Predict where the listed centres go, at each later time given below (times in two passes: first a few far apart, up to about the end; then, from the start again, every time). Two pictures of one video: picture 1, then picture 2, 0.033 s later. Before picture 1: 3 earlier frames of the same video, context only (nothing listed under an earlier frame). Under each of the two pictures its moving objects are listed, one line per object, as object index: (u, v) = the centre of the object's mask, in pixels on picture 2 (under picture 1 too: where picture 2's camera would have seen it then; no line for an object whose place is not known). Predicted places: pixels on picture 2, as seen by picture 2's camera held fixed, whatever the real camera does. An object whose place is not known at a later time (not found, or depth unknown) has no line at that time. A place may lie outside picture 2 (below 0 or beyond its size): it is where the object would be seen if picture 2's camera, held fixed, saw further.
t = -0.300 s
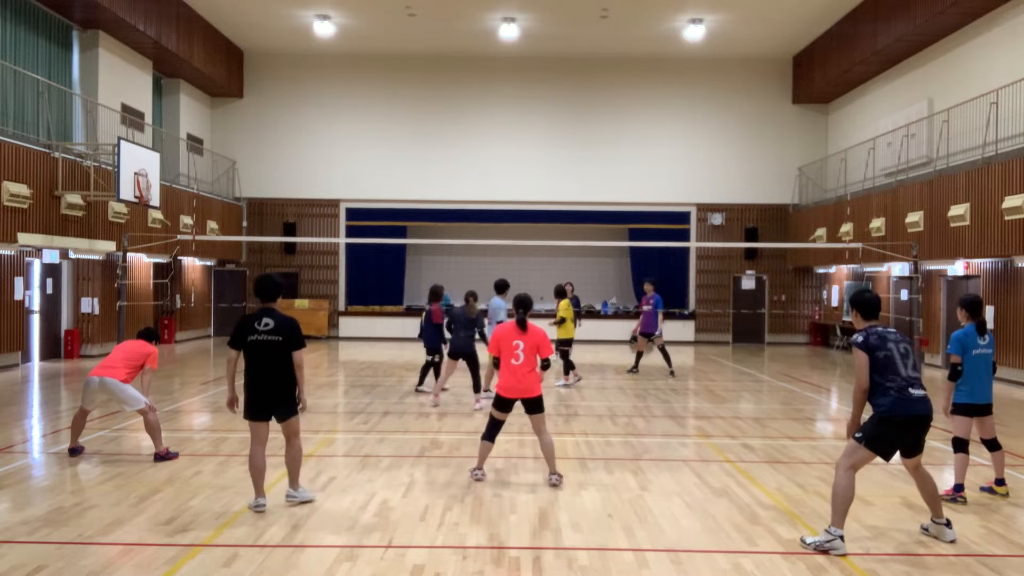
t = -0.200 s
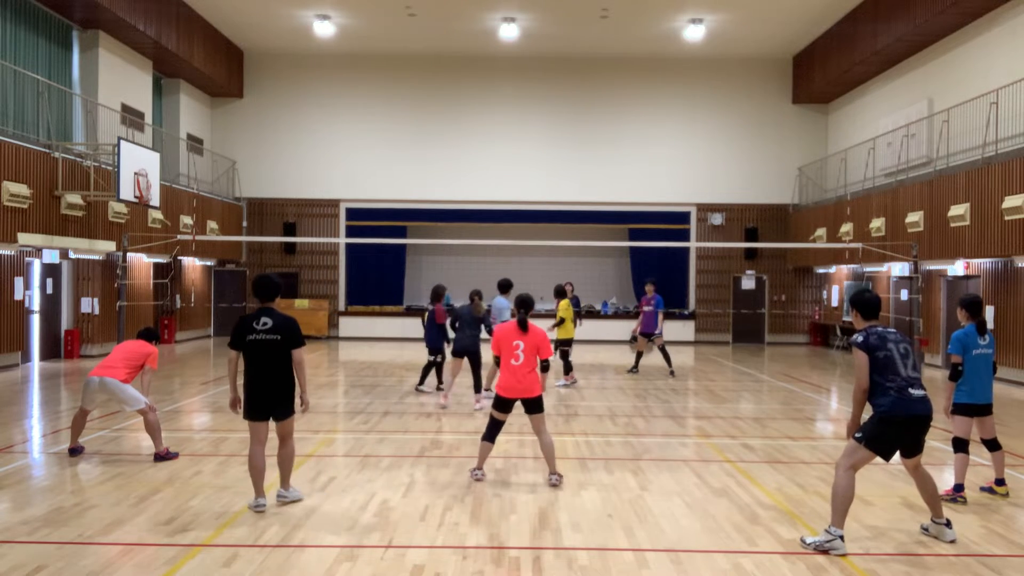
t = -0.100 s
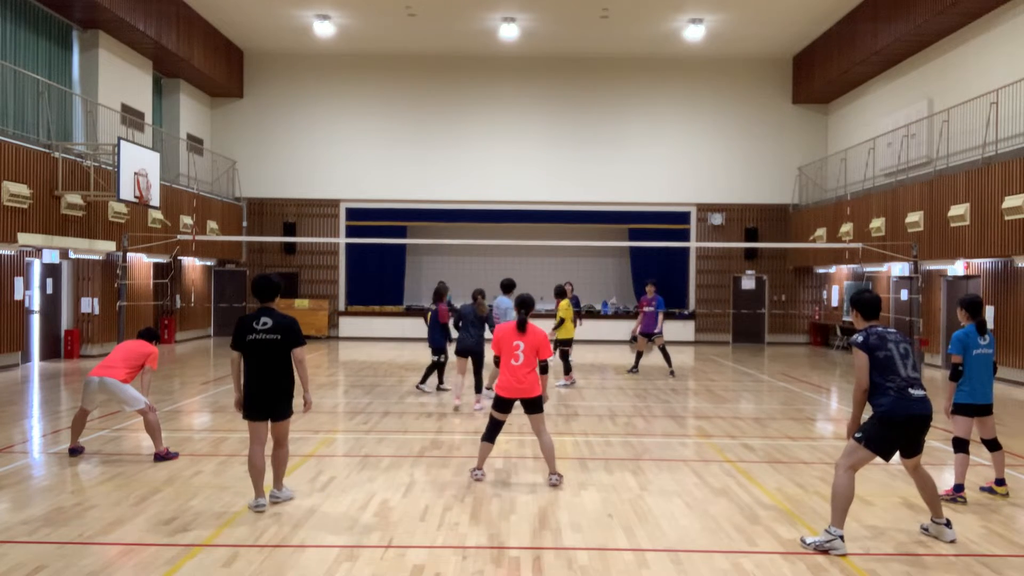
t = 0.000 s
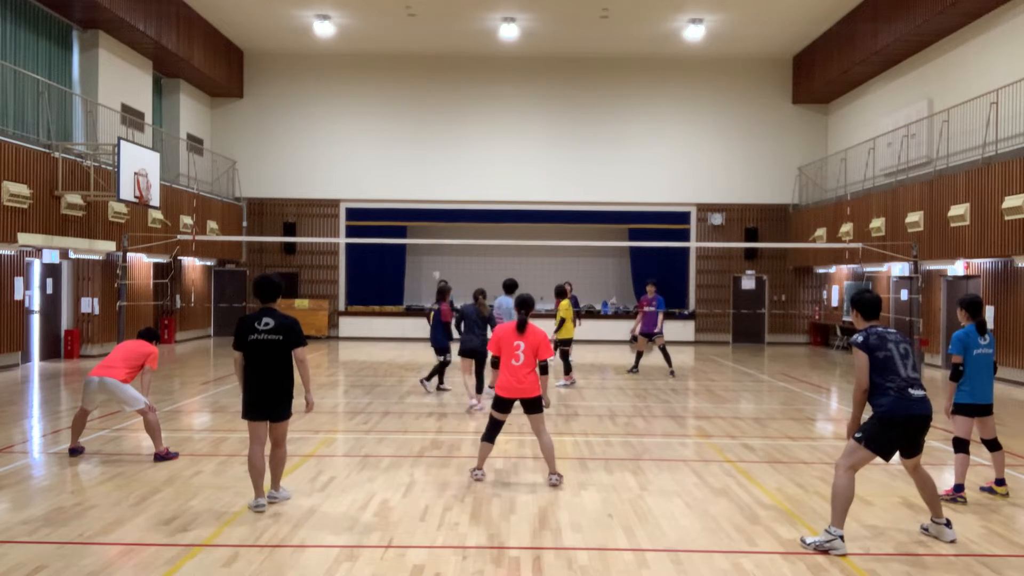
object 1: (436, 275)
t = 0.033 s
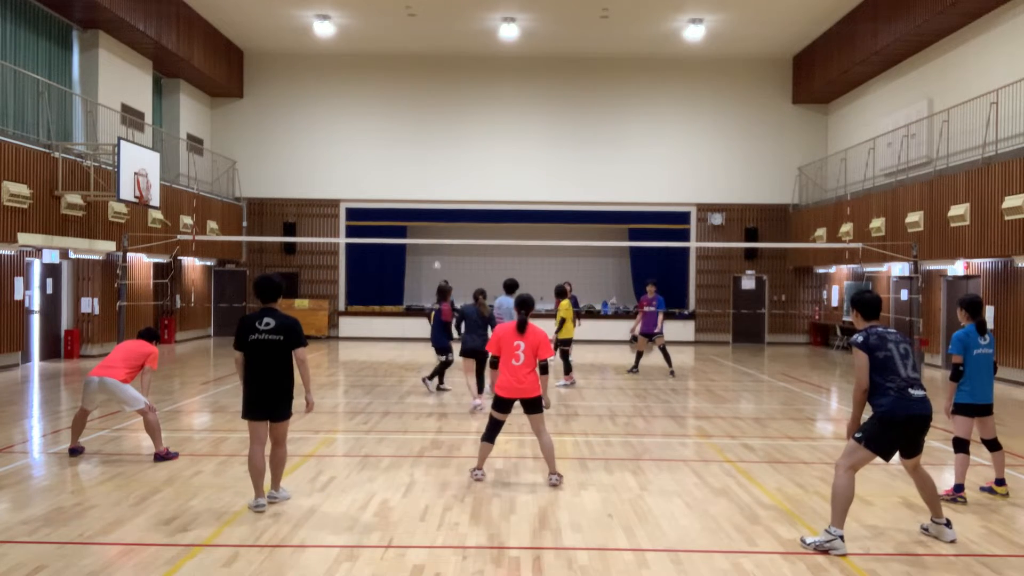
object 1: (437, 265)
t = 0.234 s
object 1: (439, 215)
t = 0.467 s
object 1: (441, 173)
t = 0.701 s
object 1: (445, 152)
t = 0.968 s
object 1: (448, 155)
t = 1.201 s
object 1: (449, 180)
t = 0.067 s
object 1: (438, 256)
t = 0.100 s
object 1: (438, 247)
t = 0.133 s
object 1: (438, 236)
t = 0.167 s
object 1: (438, 231)
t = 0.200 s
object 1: (439, 222)
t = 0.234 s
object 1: (439, 215)
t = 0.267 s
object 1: (440, 208)
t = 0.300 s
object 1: (440, 201)
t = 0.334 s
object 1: (440, 195)
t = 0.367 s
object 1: (440, 189)
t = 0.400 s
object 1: (442, 183)
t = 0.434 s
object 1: (441, 178)
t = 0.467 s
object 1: (441, 173)
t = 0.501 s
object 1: (441, 168)
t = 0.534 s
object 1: (442, 164)
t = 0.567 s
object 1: (443, 161)
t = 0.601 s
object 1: (443, 157)
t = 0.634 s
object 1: (443, 156)
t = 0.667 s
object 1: (444, 154)
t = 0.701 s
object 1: (445, 152)
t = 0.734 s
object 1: (445, 151)
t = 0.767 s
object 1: (446, 150)
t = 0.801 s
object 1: (446, 150)
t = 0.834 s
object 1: (446, 150)
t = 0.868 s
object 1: (447, 150)
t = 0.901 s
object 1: (447, 151)
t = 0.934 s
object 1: (447, 153)
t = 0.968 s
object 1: (448, 155)
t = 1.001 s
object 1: (447, 157)
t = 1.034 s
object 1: (448, 159)
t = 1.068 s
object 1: (448, 163)
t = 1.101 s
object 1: (448, 167)
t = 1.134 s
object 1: (448, 171)
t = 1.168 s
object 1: (449, 175)
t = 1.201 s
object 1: (449, 180)
